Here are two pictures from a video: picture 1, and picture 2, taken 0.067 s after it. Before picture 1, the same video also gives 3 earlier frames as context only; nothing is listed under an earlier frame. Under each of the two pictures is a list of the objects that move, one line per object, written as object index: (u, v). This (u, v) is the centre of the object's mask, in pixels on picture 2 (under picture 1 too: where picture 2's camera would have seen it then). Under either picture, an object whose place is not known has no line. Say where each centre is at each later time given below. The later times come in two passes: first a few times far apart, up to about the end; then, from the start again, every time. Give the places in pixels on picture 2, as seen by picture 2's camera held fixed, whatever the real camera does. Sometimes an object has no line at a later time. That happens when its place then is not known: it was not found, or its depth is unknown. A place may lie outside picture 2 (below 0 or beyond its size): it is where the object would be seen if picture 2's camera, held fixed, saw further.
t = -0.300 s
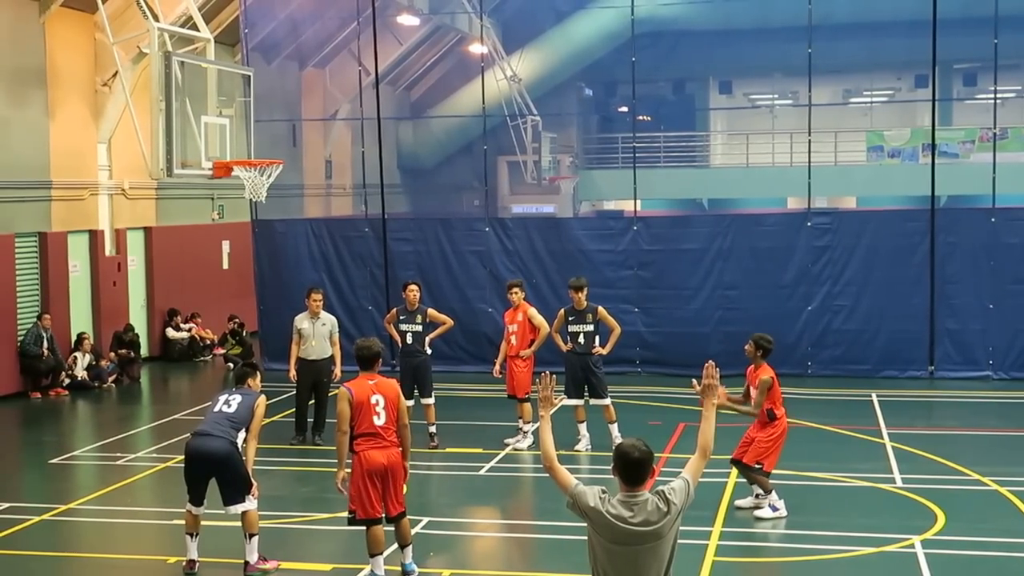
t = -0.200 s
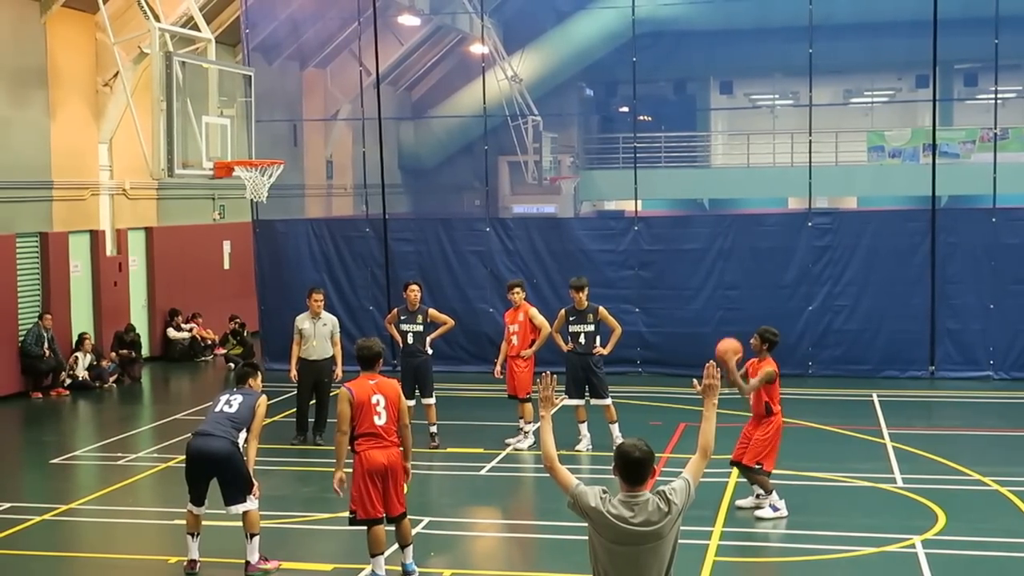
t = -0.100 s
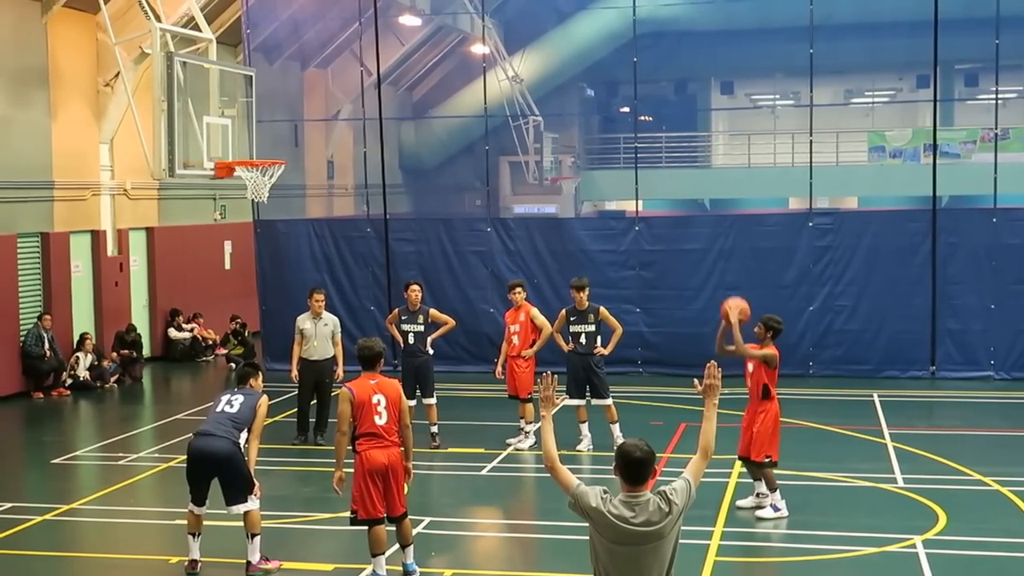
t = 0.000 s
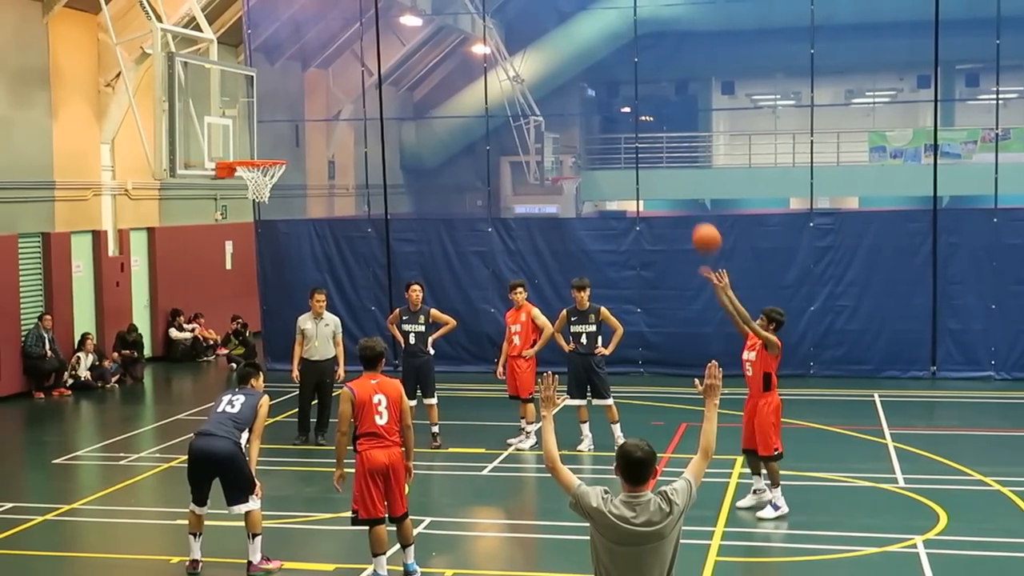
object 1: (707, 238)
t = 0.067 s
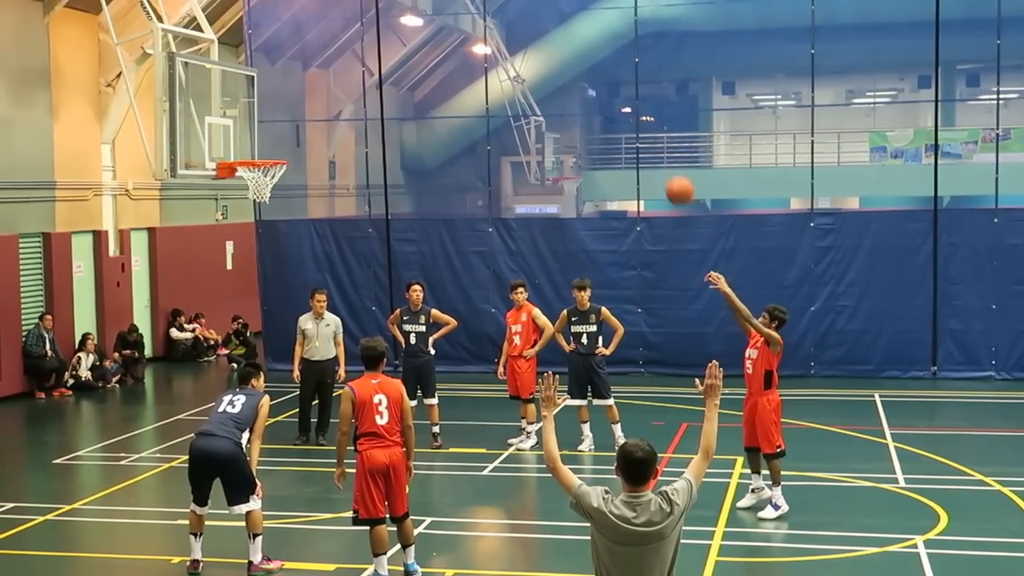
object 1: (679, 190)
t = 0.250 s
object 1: (606, 87)
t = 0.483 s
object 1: (515, 14)
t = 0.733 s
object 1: (422, 7)
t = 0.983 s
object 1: (334, 64)
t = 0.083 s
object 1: (673, 179)
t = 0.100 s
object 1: (666, 169)
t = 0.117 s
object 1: (659, 158)
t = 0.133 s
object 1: (653, 149)
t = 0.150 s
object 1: (646, 138)
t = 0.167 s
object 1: (639, 129)
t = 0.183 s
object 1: (633, 120)
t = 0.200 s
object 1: (626, 111)
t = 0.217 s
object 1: (619, 102)
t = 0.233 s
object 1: (613, 95)
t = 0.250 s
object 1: (606, 87)
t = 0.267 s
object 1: (600, 80)
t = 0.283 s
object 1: (593, 73)
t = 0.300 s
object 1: (587, 66)
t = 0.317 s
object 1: (580, 60)
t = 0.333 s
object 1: (574, 54)
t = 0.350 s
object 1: (567, 48)
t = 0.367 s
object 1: (560, 42)
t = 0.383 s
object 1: (553, 37)
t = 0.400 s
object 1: (546, 32)
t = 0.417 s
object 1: (540, 28)
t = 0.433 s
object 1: (534, 24)
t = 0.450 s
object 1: (528, 20)
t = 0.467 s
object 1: (521, 17)
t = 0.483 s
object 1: (515, 14)
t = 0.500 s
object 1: (508, 11)
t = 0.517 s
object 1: (502, 10)
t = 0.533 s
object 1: (495, 9)
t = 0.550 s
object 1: (489, 8)
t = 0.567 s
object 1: (483, 7)
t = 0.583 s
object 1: (478, 7)
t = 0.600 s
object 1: (470, 6)
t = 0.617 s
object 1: (464, 5)
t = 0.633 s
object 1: (457, 5)
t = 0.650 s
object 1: (451, 5)
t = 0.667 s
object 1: (445, 5)
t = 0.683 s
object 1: (440, 6)
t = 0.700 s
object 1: (433, 6)
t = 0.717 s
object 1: (427, 7)
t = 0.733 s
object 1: (422, 7)
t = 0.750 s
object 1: (415, 8)
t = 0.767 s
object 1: (409, 9)
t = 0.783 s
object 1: (403, 11)
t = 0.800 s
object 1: (396, 13)
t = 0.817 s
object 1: (390, 16)
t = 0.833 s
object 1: (385, 20)
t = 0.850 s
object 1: (379, 23)
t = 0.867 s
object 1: (373, 27)
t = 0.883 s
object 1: (367, 32)
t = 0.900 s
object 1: (362, 36)
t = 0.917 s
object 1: (356, 41)
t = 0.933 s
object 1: (351, 47)
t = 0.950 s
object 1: (345, 52)
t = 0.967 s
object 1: (339, 58)
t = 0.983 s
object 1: (334, 64)
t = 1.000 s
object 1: (328, 70)
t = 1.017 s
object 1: (322, 77)
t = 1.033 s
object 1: (316, 83)
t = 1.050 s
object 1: (311, 91)
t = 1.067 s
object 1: (305, 98)
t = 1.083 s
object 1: (300, 106)
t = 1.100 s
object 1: (294, 114)
